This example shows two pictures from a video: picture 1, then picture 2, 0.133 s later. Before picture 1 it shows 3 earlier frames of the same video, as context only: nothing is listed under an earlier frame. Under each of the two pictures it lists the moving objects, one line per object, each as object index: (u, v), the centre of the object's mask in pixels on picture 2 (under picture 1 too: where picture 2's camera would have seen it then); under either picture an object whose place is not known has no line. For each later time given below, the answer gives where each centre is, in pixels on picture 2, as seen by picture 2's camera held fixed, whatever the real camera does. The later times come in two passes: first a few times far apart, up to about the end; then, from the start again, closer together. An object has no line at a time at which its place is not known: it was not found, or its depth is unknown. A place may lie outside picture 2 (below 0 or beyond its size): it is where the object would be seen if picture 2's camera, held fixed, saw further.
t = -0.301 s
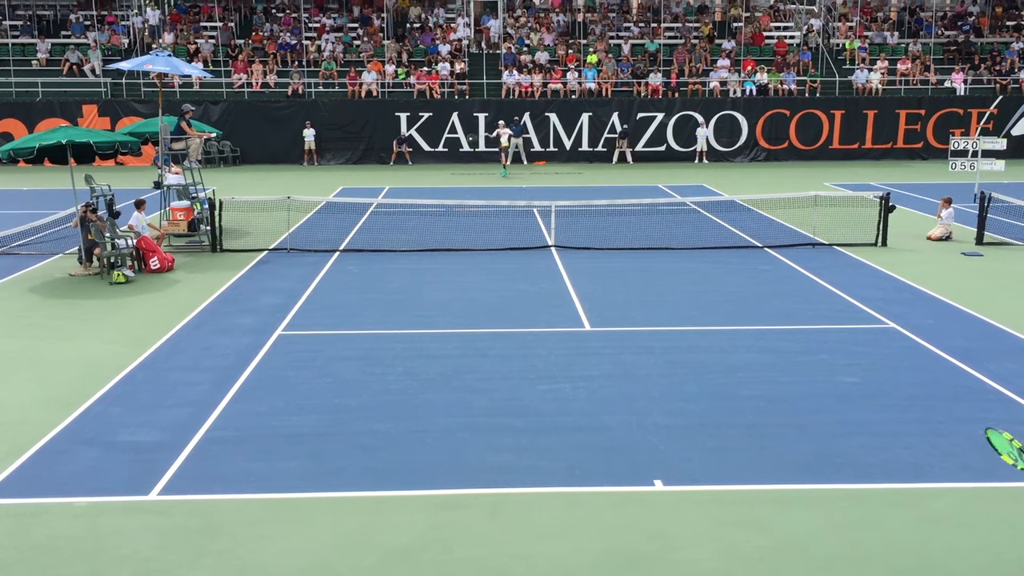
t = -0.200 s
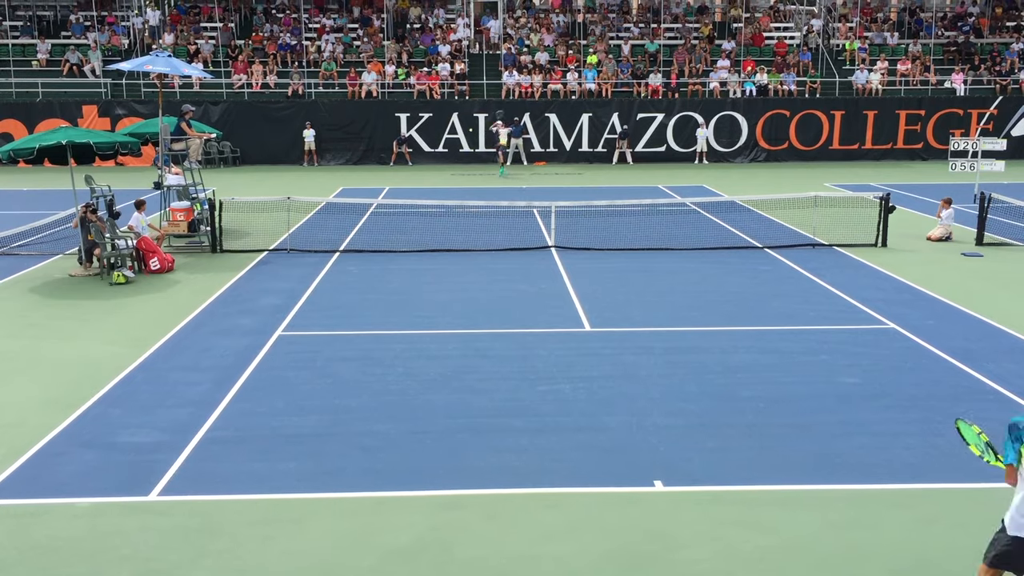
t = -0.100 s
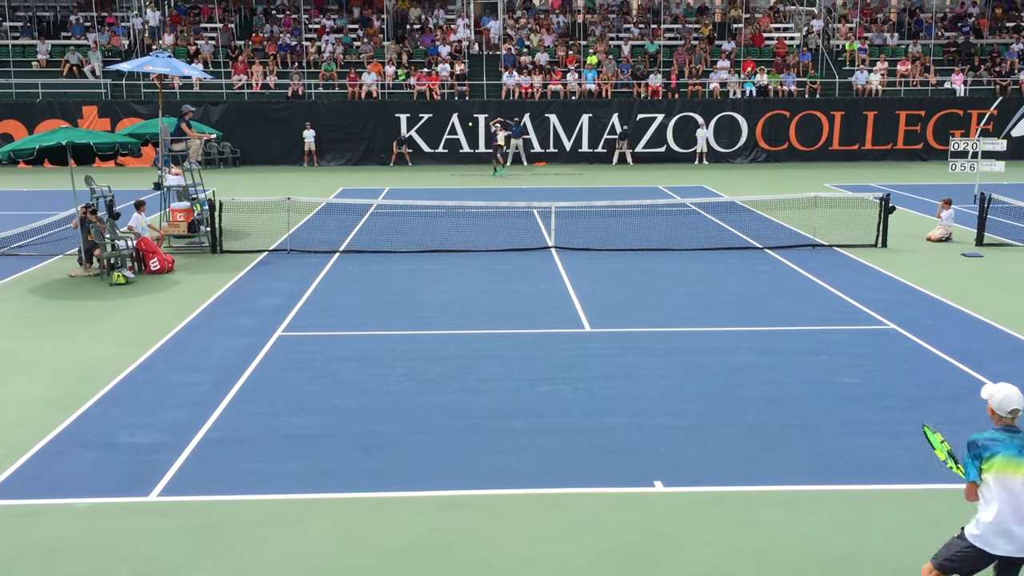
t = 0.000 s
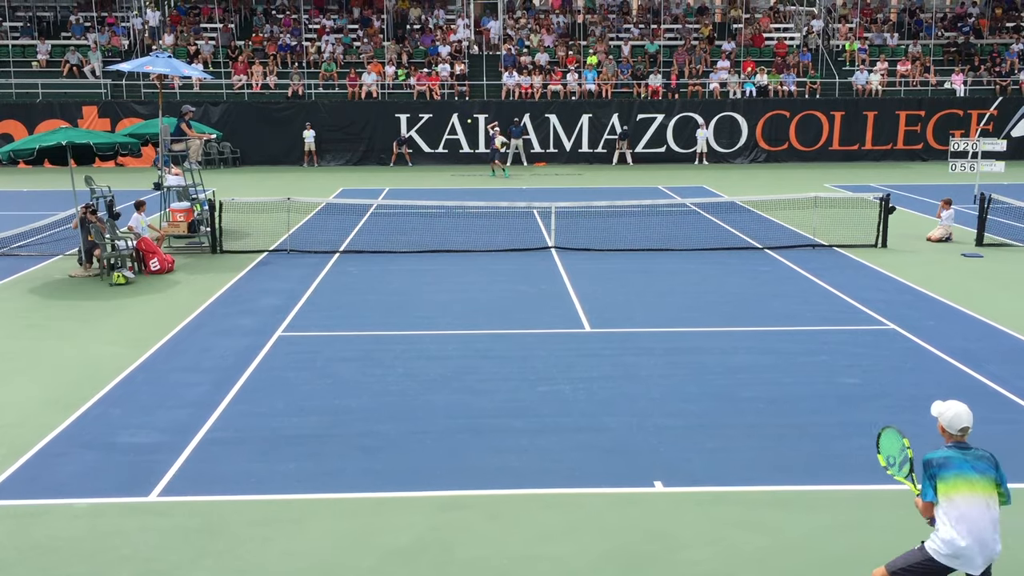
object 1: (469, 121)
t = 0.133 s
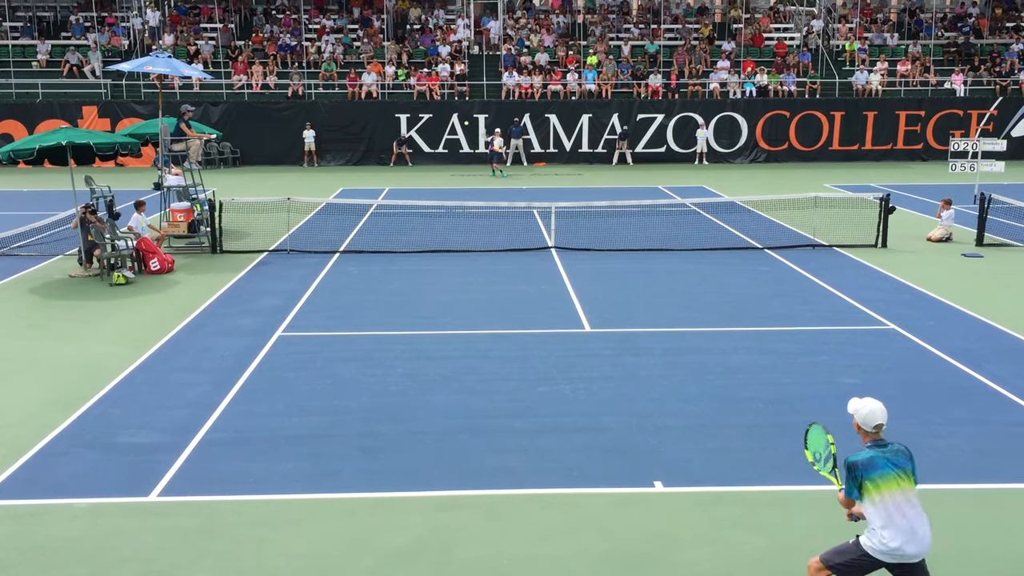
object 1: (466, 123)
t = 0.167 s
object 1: (465, 125)
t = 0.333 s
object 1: (459, 147)
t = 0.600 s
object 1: (440, 245)
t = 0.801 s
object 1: (411, 420)
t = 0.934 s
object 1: (395, 424)
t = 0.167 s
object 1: (465, 125)
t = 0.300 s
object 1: (459, 140)
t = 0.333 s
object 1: (459, 147)
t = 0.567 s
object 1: (443, 225)
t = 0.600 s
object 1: (440, 245)
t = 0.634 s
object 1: (436, 265)
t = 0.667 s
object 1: (432, 289)
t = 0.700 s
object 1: (428, 316)
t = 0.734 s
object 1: (422, 347)
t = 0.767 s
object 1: (417, 381)
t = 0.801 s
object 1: (411, 420)
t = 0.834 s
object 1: (406, 442)
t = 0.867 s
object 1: (402, 435)
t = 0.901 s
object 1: (399, 429)
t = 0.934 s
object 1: (395, 424)
